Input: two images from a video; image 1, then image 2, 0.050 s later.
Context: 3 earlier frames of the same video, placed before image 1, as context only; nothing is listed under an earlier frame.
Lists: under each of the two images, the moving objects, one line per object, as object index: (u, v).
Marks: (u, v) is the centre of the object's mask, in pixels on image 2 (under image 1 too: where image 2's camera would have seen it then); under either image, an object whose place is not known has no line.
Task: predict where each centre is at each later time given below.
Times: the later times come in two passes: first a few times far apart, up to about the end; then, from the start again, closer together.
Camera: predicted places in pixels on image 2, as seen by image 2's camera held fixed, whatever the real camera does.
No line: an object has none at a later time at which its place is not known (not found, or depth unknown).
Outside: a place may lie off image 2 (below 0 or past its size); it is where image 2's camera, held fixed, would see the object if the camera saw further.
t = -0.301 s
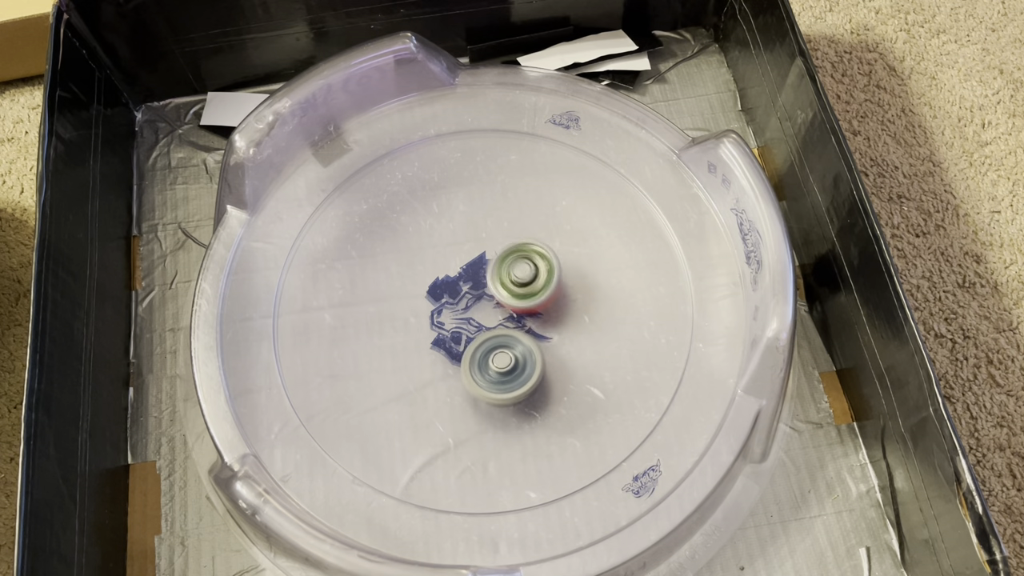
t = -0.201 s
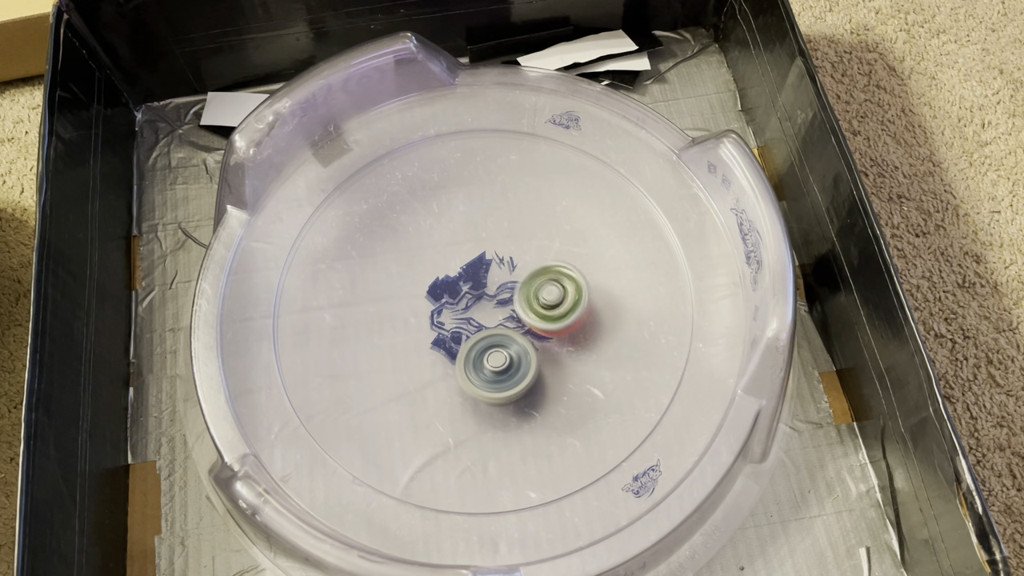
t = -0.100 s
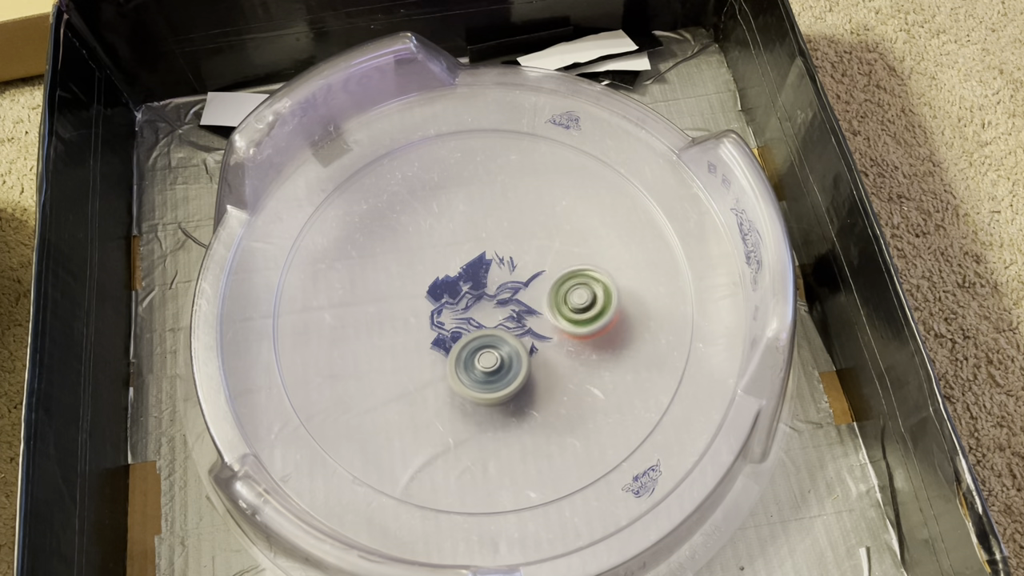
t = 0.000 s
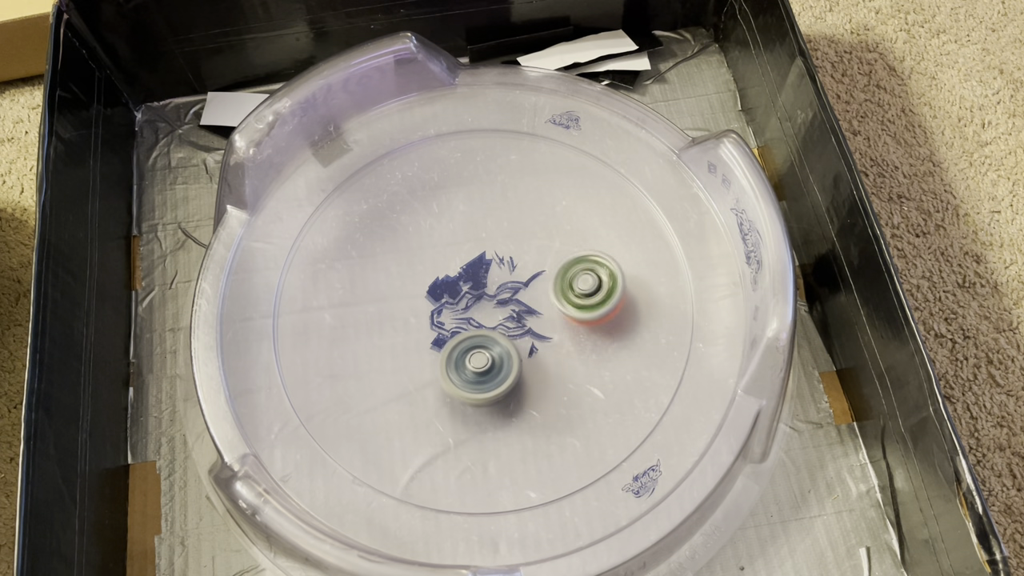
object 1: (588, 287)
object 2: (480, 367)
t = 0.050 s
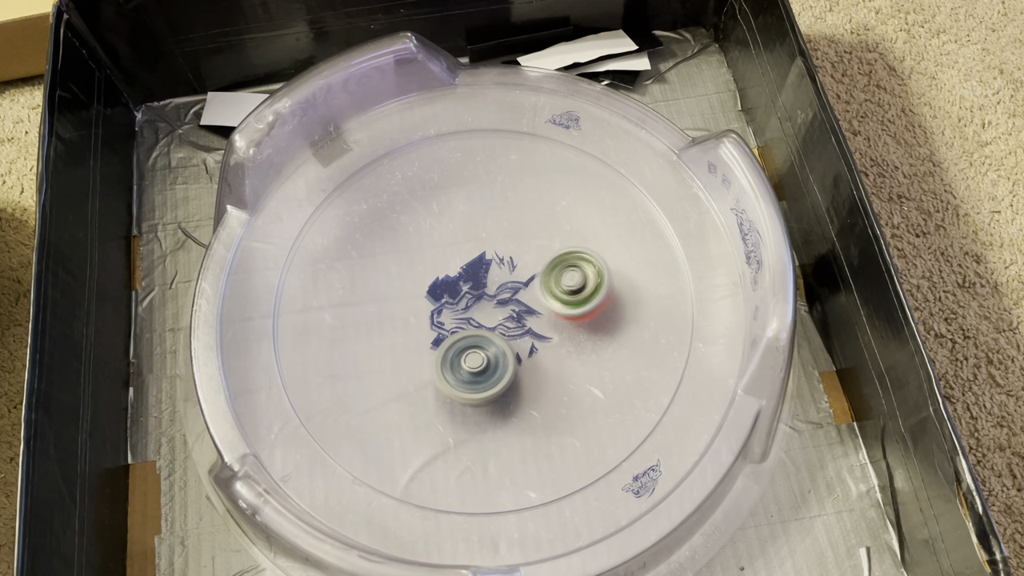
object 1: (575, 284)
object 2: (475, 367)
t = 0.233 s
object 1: (541, 309)
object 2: (441, 375)
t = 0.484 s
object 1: (510, 296)
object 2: (440, 399)
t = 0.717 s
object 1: (535, 268)
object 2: (433, 387)
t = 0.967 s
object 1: (470, 230)
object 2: (422, 338)
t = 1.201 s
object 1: (590, 232)
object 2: (325, 385)
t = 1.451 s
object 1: (602, 171)
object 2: (384, 394)
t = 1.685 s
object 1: (544, 203)
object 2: (430, 338)
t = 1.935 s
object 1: (499, 301)
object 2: (421, 283)
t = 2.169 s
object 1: (497, 382)
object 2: (417, 250)
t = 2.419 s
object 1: (507, 401)
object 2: (419, 233)
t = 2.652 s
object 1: (473, 346)
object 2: (439, 231)
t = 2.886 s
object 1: (420, 286)
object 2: (474, 232)
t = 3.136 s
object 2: (508, 233)
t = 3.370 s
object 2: (534, 239)
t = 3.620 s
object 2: (600, 241)
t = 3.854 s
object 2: (644, 223)
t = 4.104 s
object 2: (665, 229)
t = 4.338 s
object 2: (656, 260)
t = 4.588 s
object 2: (622, 303)
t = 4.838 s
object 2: (569, 323)
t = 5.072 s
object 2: (514, 323)
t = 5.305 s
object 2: (463, 309)
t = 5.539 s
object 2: (459, 245)
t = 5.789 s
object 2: (412, 225)
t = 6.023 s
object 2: (396, 234)
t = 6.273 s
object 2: (397, 240)
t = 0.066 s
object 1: (568, 286)
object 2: (473, 367)
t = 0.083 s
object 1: (562, 286)
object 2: (472, 367)
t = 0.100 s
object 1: (555, 288)
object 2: (470, 367)
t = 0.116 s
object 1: (548, 293)
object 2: (469, 366)
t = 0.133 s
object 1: (543, 296)
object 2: (468, 366)
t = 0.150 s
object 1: (537, 300)
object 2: (466, 366)
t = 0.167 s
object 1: (531, 305)
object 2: (465, 365)
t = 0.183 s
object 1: (526, 310)
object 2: (463, 365)
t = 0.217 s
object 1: (533, 312)
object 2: (452, 369)
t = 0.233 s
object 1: (541, 309)
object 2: (441, 375)
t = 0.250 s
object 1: (549, 305)
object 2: (431, 381)
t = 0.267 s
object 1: (551, 302)
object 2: (424, 385)
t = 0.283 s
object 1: (553, 299)
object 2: (420, 389)
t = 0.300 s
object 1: (553, 297)
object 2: (418, 390)
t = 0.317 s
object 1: (553, 295)
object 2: (418, 391)
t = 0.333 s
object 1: (551, 292)
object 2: (420, 393)
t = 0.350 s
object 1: (549, 290)
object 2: (422, 395)
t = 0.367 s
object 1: (546, 288)
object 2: (424, 396)
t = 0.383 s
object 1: (541, 287)
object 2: (426, 397)
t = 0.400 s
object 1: (536, 286)
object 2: (429, 398)
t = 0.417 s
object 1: (531, 288)
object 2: (431, 399)
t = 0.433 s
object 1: (525, 288)
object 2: (433, 400)
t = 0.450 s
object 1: (520, 291)
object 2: (435, 400)
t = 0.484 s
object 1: (510, 296)
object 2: (440, 399)
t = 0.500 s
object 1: (505, 301)
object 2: (442, 397)
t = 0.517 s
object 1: (501, 305)
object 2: (444, 395)
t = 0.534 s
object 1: (497, 309)
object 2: (445, 392)
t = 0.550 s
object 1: (494, 314)
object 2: (446, 390)
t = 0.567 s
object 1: (492, 319)
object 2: (447, 387)
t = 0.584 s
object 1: (493, 320)
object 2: (445, 387)
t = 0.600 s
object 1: (503, 313)
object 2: (440, 389)
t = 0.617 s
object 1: (513, 307)
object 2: (436, 392)
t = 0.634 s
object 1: (524, 302)
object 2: (431, 396)
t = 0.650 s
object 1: (529, 294)
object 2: (431, 396)
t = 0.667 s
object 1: (532, 288)
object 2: (430, 395)
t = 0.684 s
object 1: (535, 282)
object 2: (431, 393)
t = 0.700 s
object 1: (535, 276)
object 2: (432, 390)
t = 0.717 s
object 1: (535, 268)
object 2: (433, 387)
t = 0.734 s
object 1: (534, 262)
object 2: (434, 385)
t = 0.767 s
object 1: (531, 249)
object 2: (435, 377)
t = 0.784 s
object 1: (529, 245)
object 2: (435, 373)
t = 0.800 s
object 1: (525, 239)
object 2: (434, 370)
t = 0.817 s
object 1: (521, 234)
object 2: (434, 366)
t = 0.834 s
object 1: (517, 230)
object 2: (433, 363)
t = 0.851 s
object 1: (512, 226)
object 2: (432, 360)
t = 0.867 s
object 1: (506, 225)
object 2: (431, 356)
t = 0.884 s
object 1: (501, 222)
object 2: (430, 353)
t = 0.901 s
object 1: (495, 222)
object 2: (429, 350)
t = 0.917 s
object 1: (487, 223)
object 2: (427, 347)
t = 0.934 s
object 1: (482, 224)
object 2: (426, 344)
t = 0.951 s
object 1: (476, 226)
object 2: (424, 341)
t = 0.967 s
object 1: (470, 230)
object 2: (422, 338)
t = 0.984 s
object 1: (465, 234)
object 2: (421, 335)
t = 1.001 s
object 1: (460, 239)
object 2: (419, 333)
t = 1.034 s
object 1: (453, 249)
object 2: (415, 327)
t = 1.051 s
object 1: (450, 257)
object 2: (413, 325)
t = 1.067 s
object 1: (451, 259)
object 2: (410, 325)
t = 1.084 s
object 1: (473, 250)
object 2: (388, 336)
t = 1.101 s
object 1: (494, 244)
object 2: (369, 348)
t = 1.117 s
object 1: (516, 239)
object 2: (354, 358)
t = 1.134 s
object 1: (538, 236)
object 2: (343, 365)
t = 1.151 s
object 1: (553, 233)
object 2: (335, 371)
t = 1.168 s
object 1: (566, 233)
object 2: (329, 376)
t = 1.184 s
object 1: (581, 234)
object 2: (326, 382)
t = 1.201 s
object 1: (590, 232)
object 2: (325, 385)
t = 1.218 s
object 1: (598, 230)
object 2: (326, 388)
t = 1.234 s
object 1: (601, 227)
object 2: (327, 391)
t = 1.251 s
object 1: (602, 223)
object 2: (329, 393)
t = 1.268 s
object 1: (602, 219)
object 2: (331, 395)
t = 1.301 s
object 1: (599, 207)
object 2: (337, 398)
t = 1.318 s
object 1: (599, 201)
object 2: (341, 399)
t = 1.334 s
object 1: (600, 195)
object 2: (345, 400)
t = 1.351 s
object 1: (601, 190)
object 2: (349, 400)
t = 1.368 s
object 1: (602, 186)
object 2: (354, 400)
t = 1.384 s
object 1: (603, 182)
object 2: (360, 399)
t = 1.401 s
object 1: (604, 178)
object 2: (365, 398)
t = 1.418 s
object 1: (604, 176)
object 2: (371, 397)
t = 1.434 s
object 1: (603, 173)
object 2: (378, 396)
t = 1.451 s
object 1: (602, 171)
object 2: (384, 394)
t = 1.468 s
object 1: (601, 169)
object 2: (389, 392)
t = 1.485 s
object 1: (599, 168)
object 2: (395, 389)
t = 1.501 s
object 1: (596, 168)
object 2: (400, 386)
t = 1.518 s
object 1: (593, 168)
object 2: (405, 382)
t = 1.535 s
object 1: (589, 169)
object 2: (409, 378)
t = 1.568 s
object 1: (581, 174)
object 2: (417, 370)
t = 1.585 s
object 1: (577, 176)
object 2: (419, 366)
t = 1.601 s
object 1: (572, 180)
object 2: (422, 361)
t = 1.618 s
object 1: (567, 183)
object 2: (424, 357)
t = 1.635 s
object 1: (561, 187)
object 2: (426, 352)
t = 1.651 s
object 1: (555, 192)
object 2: (428, 348)
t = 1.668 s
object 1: (549, 197)
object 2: (429, 343)
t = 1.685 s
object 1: (544, 203)
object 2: (430, 338)
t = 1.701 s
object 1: (538, 208)
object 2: (431, 334)
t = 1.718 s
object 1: (533, 215)
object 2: (432, 328)
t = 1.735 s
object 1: (528, 222)
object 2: (432, 324)
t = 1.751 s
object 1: (523, 229)
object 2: (433, 319)
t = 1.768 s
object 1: (518, 236)
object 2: (432, 316)
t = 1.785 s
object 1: (513, 244)
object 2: (432, 311)
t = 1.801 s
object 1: (508, 252)
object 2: (432, 307)
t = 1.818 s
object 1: (503, 260)
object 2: (432, 303)
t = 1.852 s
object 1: (501, 272)
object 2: (427, 296)
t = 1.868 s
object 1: (503, 278)
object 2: (422, 295)
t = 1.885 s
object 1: (502, 283)
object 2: (421, 292)
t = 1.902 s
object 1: (501, 290)
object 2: (420, 289)
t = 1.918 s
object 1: (500, 296)
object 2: (421, 286)
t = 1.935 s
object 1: (499, 301)
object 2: (421, 283)
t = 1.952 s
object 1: (499, 308)
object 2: (420, 280)
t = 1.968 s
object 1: (498, 314)
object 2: (420, 278)
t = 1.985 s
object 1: (498, 321)
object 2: (420, 275)
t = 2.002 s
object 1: (497, 327)
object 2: (420, 272)
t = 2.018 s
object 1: (497, 334)
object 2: (421, 269)
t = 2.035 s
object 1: (496, 339)
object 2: (420, 266)
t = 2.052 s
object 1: (497, 346)
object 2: (420, 264)
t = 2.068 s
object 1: (496, 351)
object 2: (420, 262)
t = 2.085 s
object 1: (496, 358)
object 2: (419, 260)
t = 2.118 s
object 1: (496, 368)
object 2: (419, 255)
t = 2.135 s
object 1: (496, 373)
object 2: (418, 253)
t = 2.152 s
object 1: (497, 378)
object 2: (417, 251)
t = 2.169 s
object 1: (497, 382)
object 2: (417, 250)
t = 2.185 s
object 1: (498, 387)
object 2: (416, 247)
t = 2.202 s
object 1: (498, 390)
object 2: (416, 246)
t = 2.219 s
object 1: (499, 394)
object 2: (416, 244)
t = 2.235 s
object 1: (500, 397)
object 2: (416, 243)
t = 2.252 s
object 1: (501, 400)
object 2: (416, 241)
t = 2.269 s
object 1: (502, 402)
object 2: (416, 240)
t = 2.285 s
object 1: (503, 404)
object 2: (416, 239)
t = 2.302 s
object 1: (505, 406)
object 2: (416, 238)
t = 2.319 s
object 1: (505, 407)
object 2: (416, 237)
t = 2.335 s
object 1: (506, 407)
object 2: (417, 236)
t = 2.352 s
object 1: (507, 407)
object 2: (417, 235)
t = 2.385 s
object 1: (508, 405)
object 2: (418, 234)
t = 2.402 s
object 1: (507, 403)
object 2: (418, 233)
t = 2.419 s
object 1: (507, 401)
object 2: (419, 233)
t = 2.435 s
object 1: (506, 399)
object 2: (420, 232)
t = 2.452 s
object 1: (505, 396)
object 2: (420, 232)
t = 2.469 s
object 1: (504, 393)
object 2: (421, 232)
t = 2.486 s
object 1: (502, 389)
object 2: (422, 232)
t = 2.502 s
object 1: (500, 385)
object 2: (423, 232)
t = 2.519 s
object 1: (498, 381)
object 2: (424, 231)
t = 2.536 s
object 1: (495, 376)
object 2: (426, 231)
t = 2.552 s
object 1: (492, 372)
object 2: (427, 231)
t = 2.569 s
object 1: (489, 367)
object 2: (429, 231)
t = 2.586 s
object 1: (486, 363)
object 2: (431, 231)
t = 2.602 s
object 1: (483, 359)
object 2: (433, 231)
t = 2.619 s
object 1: (480, 355)
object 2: (435, 231)
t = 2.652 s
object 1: (473, 346)
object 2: (439, 231)
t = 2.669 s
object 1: (469, 341)
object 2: (441, 231)
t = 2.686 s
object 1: (466, 337)
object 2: (444, 232)
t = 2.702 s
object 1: (463, 332)
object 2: (446, 231)
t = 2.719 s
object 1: (459, 328)
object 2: (449, 231)
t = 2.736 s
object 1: (455, 323)
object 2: (451, 232)
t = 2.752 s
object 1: (451, 318)
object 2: (454, 232)
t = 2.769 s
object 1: (447, 314)
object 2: (457, 232)
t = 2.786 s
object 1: (444, 309)
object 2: (458, 232)
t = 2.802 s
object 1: (440, 305)
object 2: (460, 231)
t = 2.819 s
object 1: (436, 300)
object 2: (464, 232)
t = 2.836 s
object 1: (432, 297)
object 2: (466, 232)
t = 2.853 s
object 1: (428, 293)
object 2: (469, 232)
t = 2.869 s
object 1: (424, 289)
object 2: (471, 232)
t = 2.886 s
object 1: (420, 286)
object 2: (474, 232)
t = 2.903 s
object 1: (417, 282)
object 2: (476, 232)
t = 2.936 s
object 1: (410, 276)
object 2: (481, 232)
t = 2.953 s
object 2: (484, 233)
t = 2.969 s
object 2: (486, 232)
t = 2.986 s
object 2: (488, 232)
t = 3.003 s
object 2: (491, 232)
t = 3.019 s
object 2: (493, 232)
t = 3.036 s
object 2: (495, 232)
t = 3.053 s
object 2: (497, 232)
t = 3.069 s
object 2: (499, 232)
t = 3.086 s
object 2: (502, 232)
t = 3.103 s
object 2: (504, 233)
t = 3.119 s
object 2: (506, 233)
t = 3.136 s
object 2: (508, 233)
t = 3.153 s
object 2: (510, 233)
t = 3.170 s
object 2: (512, 234)
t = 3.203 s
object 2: (516, 234)
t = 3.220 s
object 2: (518, 235)
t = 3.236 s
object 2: (520, 235)
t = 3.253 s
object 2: (522, 235)
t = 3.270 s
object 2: (524, 236)
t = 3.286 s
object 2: (526, 237)
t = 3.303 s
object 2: (527, 237)
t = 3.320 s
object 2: (529, 238)
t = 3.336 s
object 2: (530, 238)
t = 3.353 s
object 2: (532, 238)
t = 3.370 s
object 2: (534, 239)
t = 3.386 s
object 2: (535, 239)
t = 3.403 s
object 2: (537, 240)
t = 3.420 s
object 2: (539, 240)
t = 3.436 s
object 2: (540, 241)
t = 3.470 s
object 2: (543, 242)
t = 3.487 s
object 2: (547, 242)
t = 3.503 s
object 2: (551, 242)
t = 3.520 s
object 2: (556, 242)
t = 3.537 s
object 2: (559, 242)
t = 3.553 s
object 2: (561, 243)
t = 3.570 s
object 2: (563, 242)
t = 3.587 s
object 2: (565, 242)
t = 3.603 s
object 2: (574, 244)
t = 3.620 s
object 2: (600, 241)
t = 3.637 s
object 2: (620, 239)
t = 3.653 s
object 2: (635, 239)
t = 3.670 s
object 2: (647, 237)
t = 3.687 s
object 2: (655, 234)
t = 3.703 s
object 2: (661, 231)
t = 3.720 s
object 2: (667, 229)
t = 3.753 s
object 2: (659, 225)
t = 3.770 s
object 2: (653, 224)
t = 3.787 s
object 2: (649, 223)
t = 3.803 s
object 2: (646, 223)
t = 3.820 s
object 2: (644, 222)
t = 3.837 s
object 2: (644, 222)
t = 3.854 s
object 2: (644, 223)
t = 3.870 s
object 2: (646, 223)
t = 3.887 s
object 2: (647, 223)
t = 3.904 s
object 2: (649, 223)
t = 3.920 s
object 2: (651, 224)
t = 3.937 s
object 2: (653, 224)
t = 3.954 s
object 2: (656, 224)
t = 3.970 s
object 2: (657, 225)
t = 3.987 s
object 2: (659, 225)
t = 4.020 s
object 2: (662, 226)
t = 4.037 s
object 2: (663, 227)
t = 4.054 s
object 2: (664, 227)
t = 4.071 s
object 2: (664, 228)
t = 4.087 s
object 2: (665, 228)
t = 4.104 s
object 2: (665, 229)
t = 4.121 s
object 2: (664, 230)
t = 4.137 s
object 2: (664, 232)
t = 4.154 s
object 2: (664, 234)
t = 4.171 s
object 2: (664, 236)
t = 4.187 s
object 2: (664, 238)
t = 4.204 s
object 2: (663, 240)
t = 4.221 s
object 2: (663, 242)
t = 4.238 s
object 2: (662, 245)
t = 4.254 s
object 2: (662, 247)
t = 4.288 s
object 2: (660, 252)
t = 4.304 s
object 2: (659, 255)
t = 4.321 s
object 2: (658, 257)
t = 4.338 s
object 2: (656, 260)
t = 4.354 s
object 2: (655, 263)
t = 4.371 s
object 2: (653, 266)
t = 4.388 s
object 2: (652, 268)
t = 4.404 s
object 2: (650, 271)
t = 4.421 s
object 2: (649, 274)
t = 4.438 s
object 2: (647, 277)
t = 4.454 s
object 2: (645, 280)
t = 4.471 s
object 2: (642, 283)
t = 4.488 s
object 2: (640, 286)
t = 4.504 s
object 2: (637, 289)
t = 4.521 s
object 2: (635, 292)
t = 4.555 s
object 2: (629, 297)
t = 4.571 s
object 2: (626, 300)
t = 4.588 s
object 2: (622, 303)
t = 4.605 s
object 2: (619, 305)
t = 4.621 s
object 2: (616, 307)
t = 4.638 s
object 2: (612, 310)
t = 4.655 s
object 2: (608, 313)
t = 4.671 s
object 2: (604, 316)
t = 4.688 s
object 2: (600, 318)
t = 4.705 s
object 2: (597, 321)
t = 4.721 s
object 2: (595, 321)
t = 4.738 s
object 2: (592, 321)
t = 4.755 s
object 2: (590, 319)
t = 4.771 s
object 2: (587, 318)
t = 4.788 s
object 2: (583, 318)
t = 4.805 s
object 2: (578, 319)
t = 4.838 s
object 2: (569, 323)
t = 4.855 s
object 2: (564, 325)
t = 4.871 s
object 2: (560, 327)
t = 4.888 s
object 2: (555, 329)
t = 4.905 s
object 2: (552, 327)
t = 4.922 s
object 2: (550, 325)
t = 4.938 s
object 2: (546, 324)
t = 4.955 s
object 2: (541, 325)
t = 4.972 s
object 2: (536, 325)
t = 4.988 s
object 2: (532, 327)
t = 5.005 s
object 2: (527, 328)
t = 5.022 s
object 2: (522, 330)
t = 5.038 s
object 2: (520, 327)
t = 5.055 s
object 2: (518, 324)
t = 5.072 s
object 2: (514, 323)
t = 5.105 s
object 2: (505, 323)
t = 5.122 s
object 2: (501, 323)
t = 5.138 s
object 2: (498, 322)
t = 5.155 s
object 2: (497, 317)
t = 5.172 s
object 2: (496, 314)
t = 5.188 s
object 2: (493, 311)
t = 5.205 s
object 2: (489, 310)
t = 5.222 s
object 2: (484, 309)
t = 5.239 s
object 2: (479, 309)
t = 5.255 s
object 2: (475, 309)
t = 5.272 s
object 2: (470, 309)
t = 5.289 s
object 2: (467, 309)
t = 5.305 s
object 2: (463, 309)
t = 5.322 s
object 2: (459, 310)
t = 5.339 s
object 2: (455, 310)
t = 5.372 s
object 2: (447, 311)
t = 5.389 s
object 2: (454, 300)
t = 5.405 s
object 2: (461, 288)
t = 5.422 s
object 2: (466, 278)
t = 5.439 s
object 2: (470, 270)
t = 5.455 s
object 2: (471, 264)
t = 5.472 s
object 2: (471, 259)
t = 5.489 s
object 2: (469, 255)
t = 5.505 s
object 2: (466, 251)
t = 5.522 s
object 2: (462, 247)
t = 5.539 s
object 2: (459, 245)
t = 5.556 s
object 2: (456, 242)
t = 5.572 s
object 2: (452, 239)
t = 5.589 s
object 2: (448, 238)
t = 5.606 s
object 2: (445, 235)
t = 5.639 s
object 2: (437, 231)
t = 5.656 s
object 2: (434, 230)
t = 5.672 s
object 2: (431, 228)
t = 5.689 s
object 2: (428, 228)
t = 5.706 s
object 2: (425, 227)
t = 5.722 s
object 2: (422, 227)
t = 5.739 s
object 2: (419, 226)
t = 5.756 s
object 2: (417, 226)
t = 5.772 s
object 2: (415, 225)
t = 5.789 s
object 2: (412, 225)
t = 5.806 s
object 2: (410, 225)
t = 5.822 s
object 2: (408, 225)
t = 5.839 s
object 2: (407, 226)
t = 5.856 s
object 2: (405, 227)
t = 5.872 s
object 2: (403, 227)
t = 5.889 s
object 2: (402, 229)
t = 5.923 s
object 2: (400, 232)
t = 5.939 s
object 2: (400, 234)
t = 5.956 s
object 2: (399, 235)
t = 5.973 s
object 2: (399, 238)
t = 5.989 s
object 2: (400, 240)
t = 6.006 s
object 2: (398, 239)
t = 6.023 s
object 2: (396, 234)
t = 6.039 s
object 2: (394, 231)
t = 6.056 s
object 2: (393, 229)
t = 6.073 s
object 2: (393, 229)
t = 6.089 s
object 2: (392, 229)
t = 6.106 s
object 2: (392, 230)
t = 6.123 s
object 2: (392, 230)
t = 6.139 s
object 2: (392, 231)
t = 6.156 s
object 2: (392, 232)
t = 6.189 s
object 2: (393, 235)
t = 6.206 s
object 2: (393, 235)
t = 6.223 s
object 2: (394, 237)
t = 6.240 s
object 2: (395, 239)
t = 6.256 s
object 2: (396, 240)
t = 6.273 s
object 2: (397, 240)
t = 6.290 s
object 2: (399, 243)
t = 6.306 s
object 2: (401, 244)
